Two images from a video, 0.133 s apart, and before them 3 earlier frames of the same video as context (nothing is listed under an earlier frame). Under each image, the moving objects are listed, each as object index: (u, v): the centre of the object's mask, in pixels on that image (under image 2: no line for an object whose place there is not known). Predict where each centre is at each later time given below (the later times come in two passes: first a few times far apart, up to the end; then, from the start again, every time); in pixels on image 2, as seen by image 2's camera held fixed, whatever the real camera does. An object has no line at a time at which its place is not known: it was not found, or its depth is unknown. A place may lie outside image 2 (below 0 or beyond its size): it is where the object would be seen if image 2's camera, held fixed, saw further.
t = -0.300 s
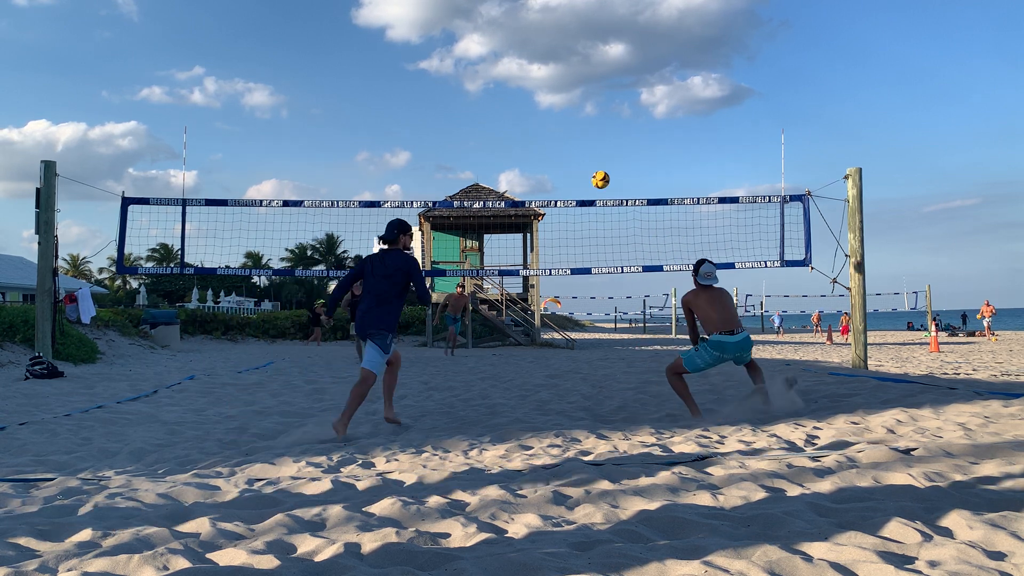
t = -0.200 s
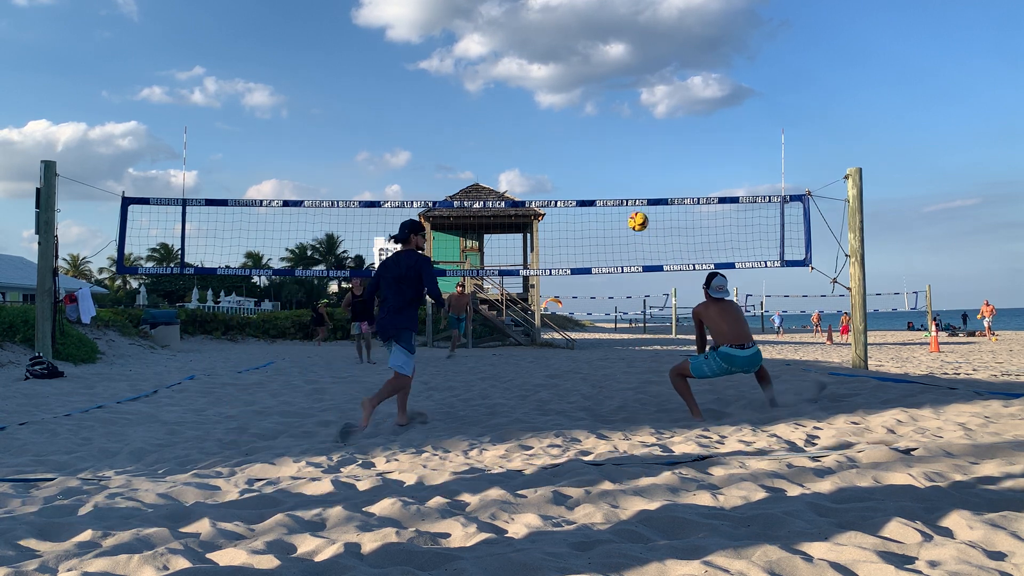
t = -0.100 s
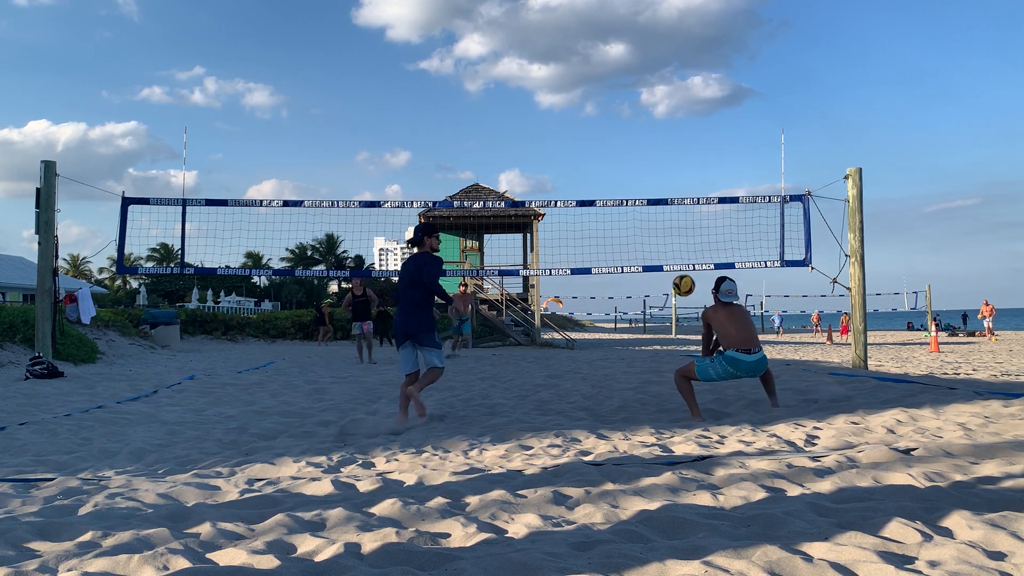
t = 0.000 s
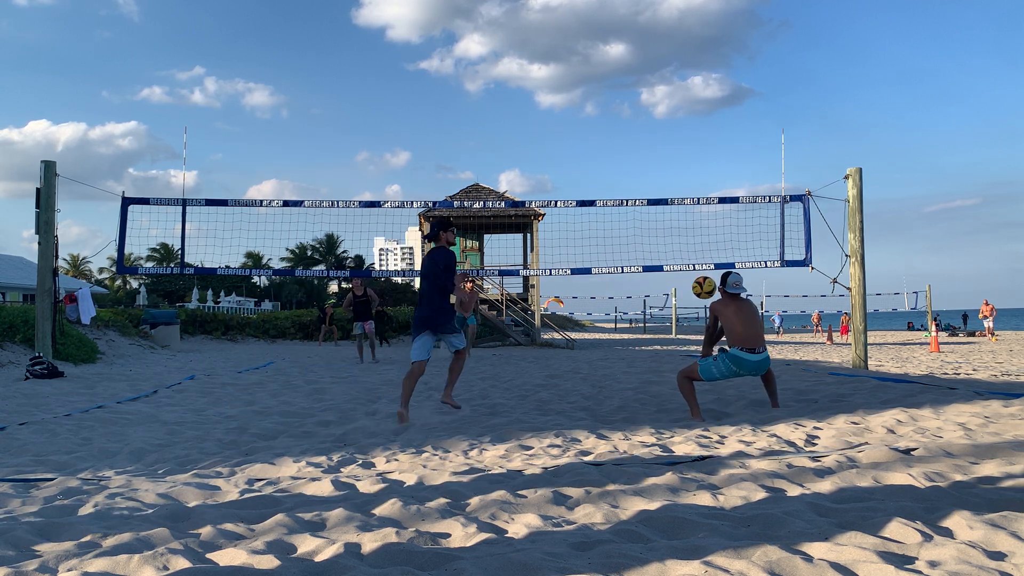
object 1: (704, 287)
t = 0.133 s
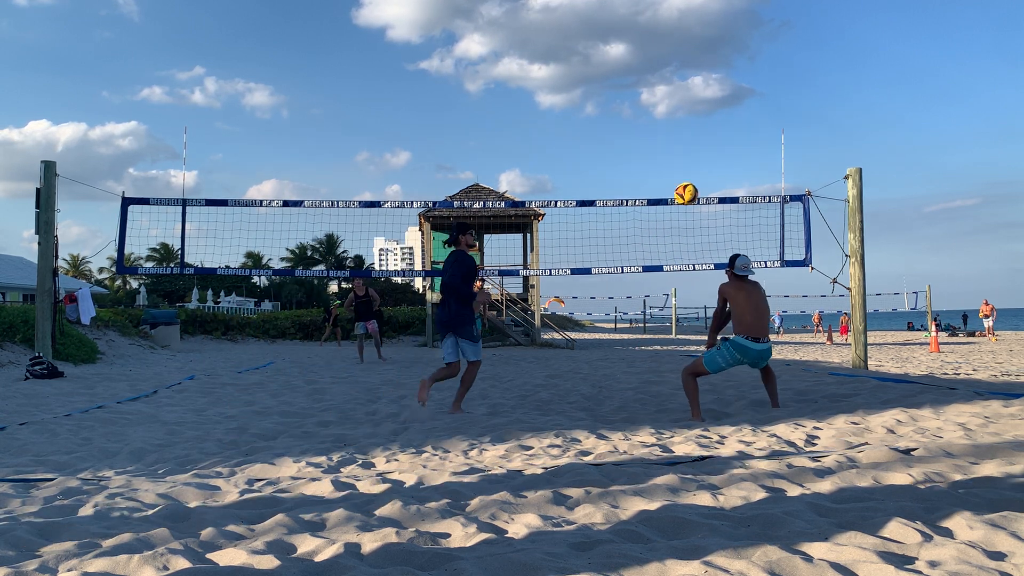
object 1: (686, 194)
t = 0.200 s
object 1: (678, 156)
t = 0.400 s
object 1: (657, 76)
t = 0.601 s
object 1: (637, 41)
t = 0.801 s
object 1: (620, 46)
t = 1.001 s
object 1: (604, 87)
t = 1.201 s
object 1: (590, 159)
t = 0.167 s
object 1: (682, 174)
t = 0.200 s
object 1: (678, 156)
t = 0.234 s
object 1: (674, 139)
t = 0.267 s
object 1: (671, 124)
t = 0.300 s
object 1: (667, 110)
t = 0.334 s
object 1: (663, 97)
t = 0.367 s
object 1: (660, 86)
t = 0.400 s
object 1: (657, 76)
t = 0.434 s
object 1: (653, 67)
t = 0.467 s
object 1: (650, 59)
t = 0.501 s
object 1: (647, 53)
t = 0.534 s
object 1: (644, 48)
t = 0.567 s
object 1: (640, 44)
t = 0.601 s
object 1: (637, 41)
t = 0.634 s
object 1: (634, 39)
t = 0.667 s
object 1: (631, 38)
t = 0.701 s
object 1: (629, 38)
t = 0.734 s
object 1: (626, 40)
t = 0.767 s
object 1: (623, 42)
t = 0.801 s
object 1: (620, 46)
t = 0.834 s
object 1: (617, 50)
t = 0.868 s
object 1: (614, 55)
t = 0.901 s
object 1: (612, 62)
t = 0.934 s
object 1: (609, 69)
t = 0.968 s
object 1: (607, 77)
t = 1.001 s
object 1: (604, 87)
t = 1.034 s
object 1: (602, 97)
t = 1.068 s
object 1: (599, 107)
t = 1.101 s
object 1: (597, 119)
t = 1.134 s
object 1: (594, 132)
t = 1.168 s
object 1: (592, 145)
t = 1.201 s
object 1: (590, 159)
